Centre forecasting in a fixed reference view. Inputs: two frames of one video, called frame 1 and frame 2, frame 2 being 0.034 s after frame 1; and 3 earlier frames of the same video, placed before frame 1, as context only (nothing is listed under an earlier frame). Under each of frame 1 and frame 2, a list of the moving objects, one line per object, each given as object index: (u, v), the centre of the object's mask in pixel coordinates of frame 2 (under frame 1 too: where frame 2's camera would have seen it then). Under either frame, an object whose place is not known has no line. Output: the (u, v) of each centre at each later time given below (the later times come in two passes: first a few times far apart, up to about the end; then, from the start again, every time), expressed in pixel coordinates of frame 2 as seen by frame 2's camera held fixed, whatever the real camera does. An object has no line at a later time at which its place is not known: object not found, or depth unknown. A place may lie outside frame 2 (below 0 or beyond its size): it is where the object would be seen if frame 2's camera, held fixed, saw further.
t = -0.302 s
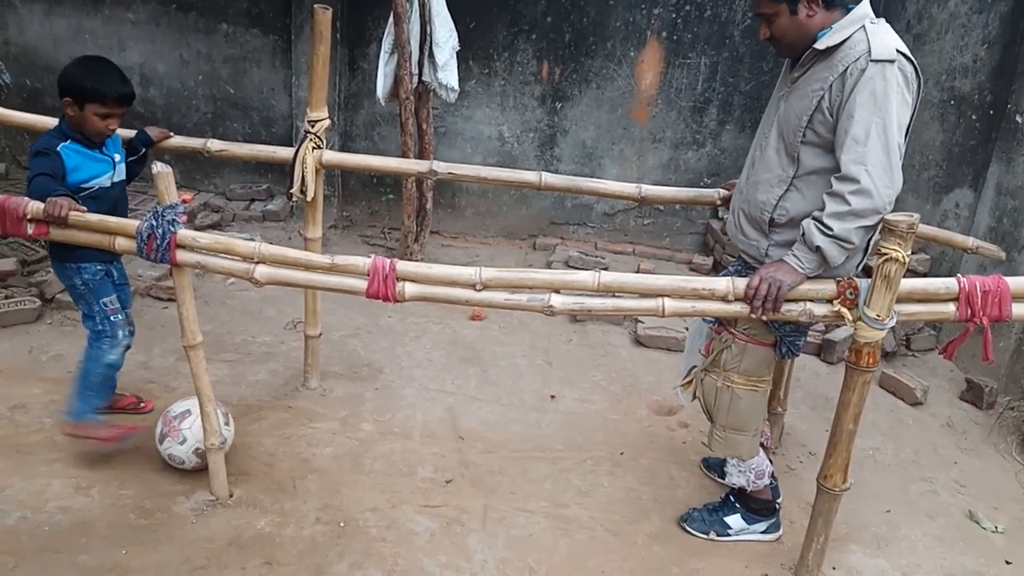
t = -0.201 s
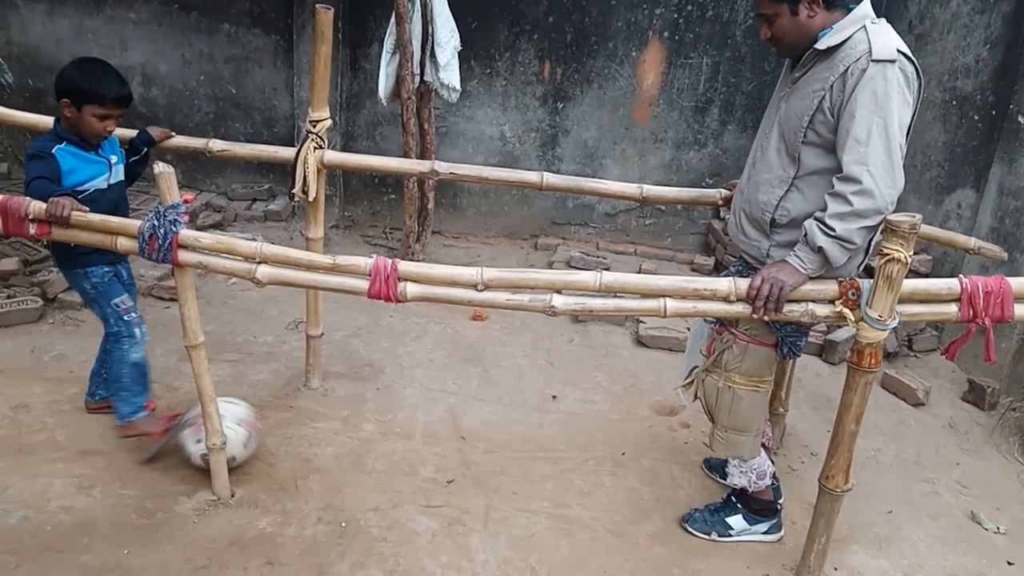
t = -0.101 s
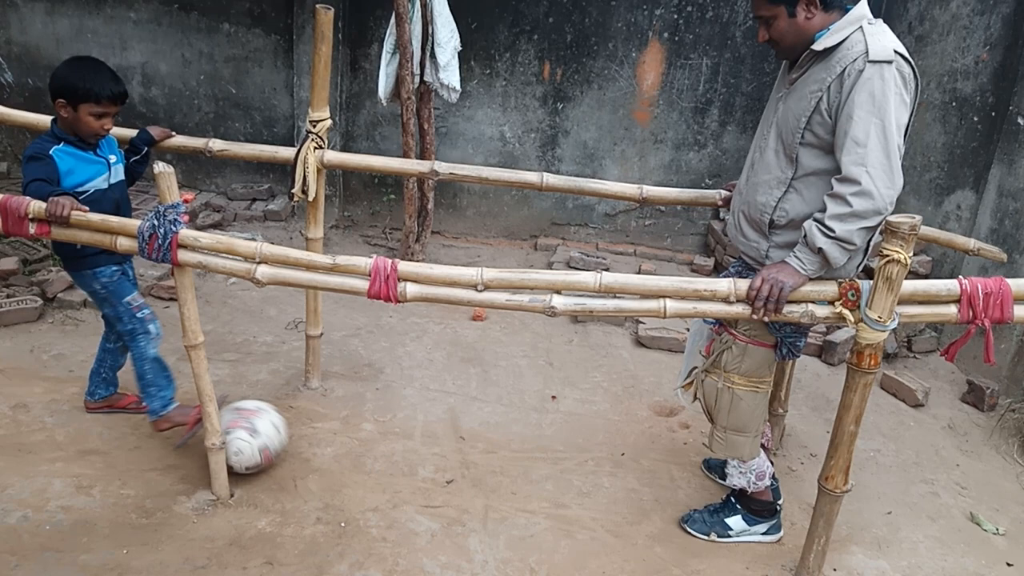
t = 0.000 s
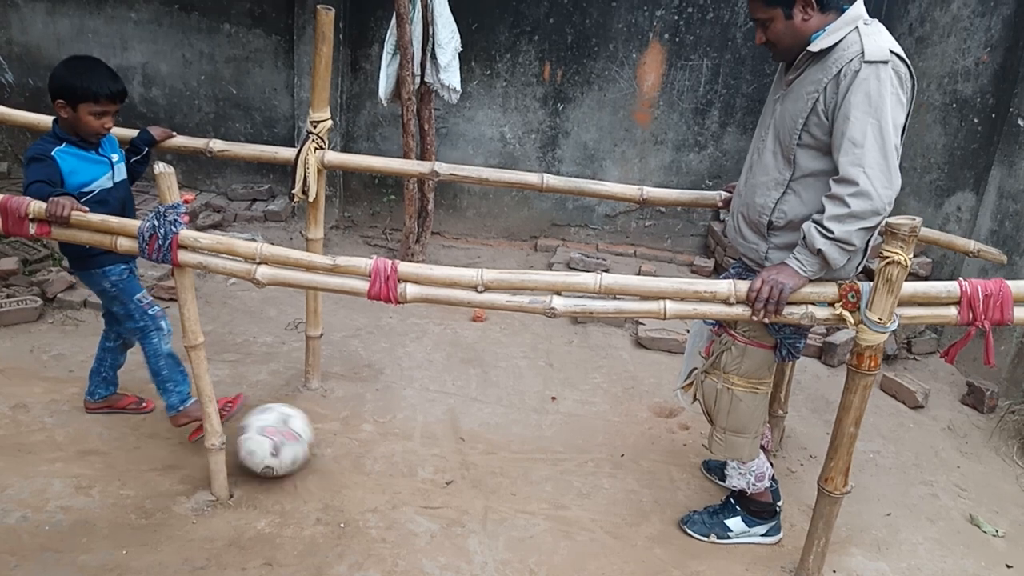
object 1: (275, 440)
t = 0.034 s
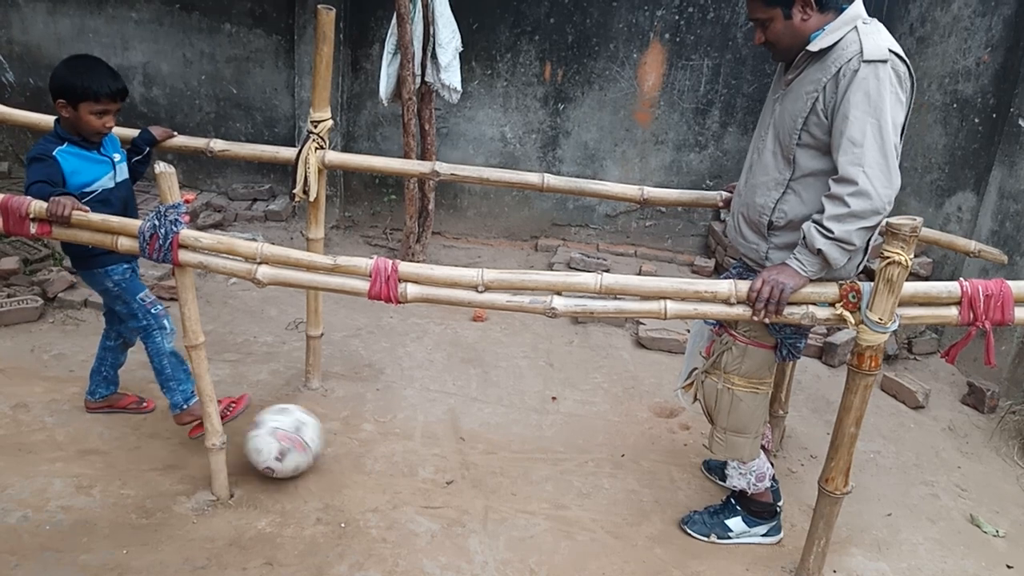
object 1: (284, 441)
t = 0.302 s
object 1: (354, 455)
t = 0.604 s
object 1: (435, 471)
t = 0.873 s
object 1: (506, 487)
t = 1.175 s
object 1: (589, 503)
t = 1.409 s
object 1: (657, 517)
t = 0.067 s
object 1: (292, 442)
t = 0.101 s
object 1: (301, 444)
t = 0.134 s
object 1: (310, 446)
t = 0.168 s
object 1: (319, 447)
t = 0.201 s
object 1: (327, 449)
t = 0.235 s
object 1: (336, 451)
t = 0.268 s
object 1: (345, 453)
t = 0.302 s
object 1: (354, 455)
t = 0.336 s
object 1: (363, 456)
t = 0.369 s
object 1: (372, 458)
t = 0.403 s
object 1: (381, 459)
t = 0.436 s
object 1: (390, 462)
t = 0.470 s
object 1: (398, 464)
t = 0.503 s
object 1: (407, 465)
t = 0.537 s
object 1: (417, 467)
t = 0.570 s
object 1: (425, 469)
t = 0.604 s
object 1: (435, 471)
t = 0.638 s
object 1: (444, 473)
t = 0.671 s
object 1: (453, 475)
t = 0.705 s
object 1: (462, 477)
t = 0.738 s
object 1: (471, 479)
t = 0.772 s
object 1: (480, 480)
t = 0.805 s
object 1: (489, 483)
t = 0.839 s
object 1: (498, 485)
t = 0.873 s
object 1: (506, 487)
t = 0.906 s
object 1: (515, 488)
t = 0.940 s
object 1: (524, 490)
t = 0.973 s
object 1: (534, 492)
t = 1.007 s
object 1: (544, 494)
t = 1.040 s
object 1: (552, 496)
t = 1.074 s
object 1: (561, 498)
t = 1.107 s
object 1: (570, 500)
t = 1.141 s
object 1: (580, 502)
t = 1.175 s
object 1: (589, 503)
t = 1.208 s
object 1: (599, 506)
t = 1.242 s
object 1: (608, 508)
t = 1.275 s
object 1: (617, 510)
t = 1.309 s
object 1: (627, 512)
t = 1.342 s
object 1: (637, 513)
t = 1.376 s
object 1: (647, 515)
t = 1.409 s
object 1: (657, 517)
